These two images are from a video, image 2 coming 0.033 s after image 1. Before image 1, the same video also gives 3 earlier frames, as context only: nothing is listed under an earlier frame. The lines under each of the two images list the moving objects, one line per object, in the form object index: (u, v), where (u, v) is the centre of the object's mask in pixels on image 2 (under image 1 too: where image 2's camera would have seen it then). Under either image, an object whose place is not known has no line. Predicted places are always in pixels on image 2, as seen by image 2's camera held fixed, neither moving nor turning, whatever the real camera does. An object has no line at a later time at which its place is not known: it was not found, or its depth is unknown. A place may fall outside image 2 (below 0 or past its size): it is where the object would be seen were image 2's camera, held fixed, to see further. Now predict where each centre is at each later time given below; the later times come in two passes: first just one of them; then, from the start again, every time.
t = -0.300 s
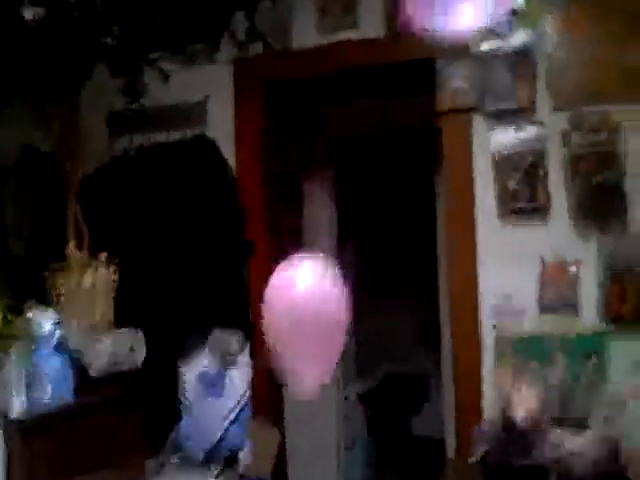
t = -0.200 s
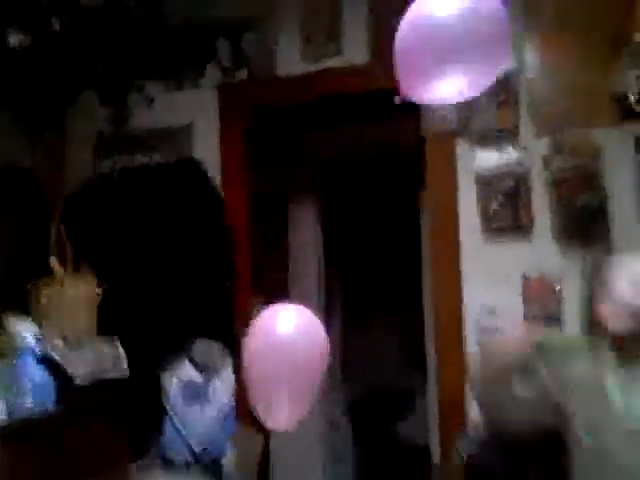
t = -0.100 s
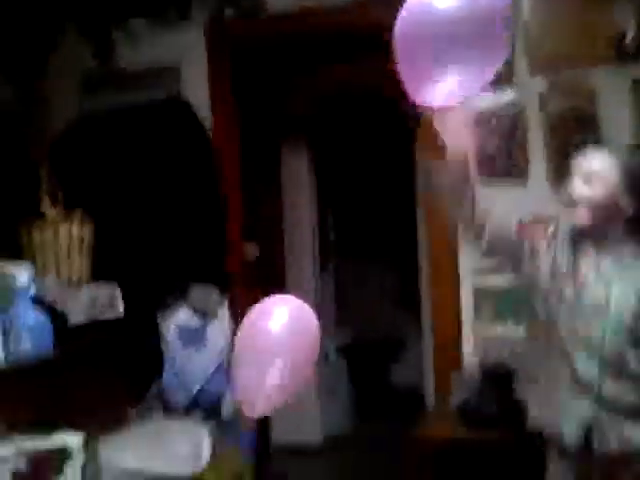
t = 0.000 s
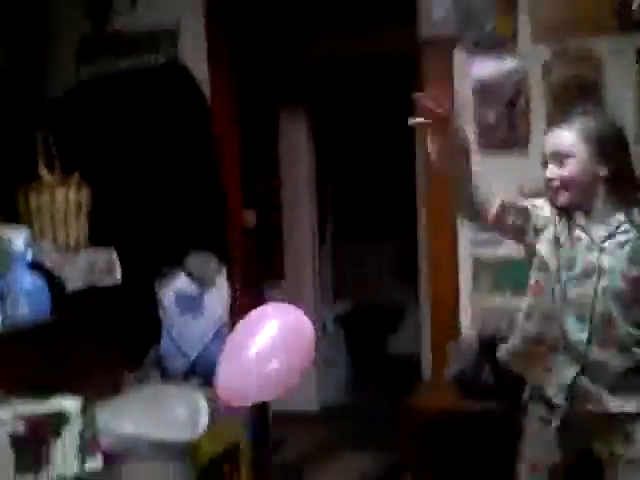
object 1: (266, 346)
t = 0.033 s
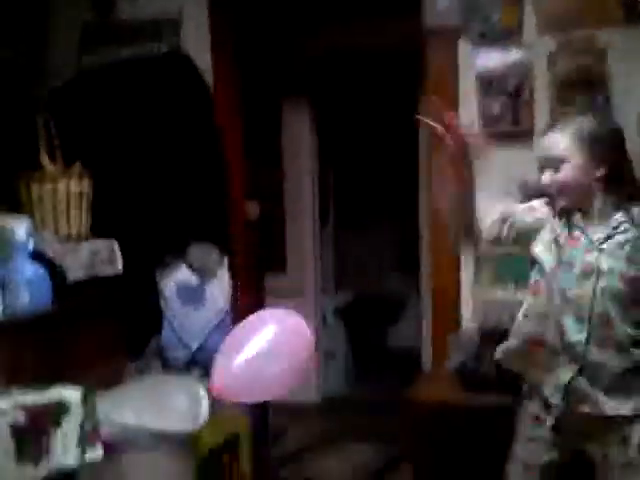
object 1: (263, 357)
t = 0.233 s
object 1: (251, 422)
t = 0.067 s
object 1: (260, 366)
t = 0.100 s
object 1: (260, 378)
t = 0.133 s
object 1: (257, 389)
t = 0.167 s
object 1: (255, 400)
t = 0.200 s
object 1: (253, 411)
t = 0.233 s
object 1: (251, 422)
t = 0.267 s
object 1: (248, 433)
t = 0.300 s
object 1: (245, 445)
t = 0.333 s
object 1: (243, 456)
